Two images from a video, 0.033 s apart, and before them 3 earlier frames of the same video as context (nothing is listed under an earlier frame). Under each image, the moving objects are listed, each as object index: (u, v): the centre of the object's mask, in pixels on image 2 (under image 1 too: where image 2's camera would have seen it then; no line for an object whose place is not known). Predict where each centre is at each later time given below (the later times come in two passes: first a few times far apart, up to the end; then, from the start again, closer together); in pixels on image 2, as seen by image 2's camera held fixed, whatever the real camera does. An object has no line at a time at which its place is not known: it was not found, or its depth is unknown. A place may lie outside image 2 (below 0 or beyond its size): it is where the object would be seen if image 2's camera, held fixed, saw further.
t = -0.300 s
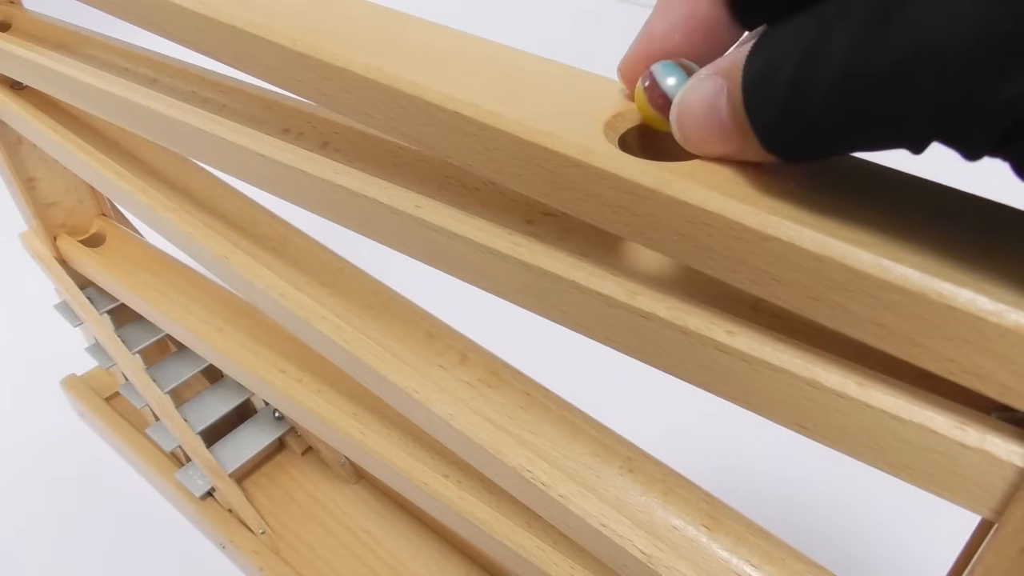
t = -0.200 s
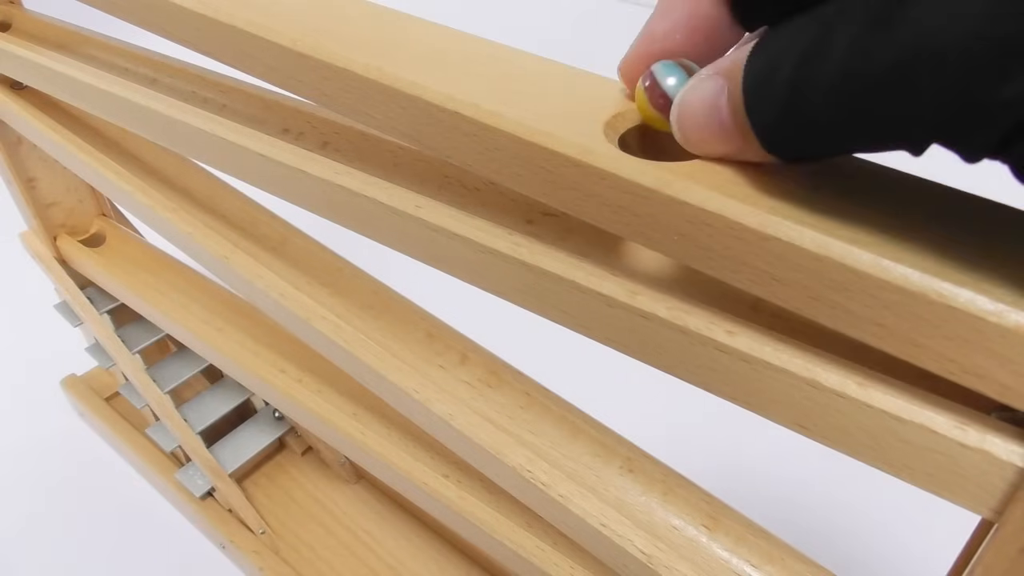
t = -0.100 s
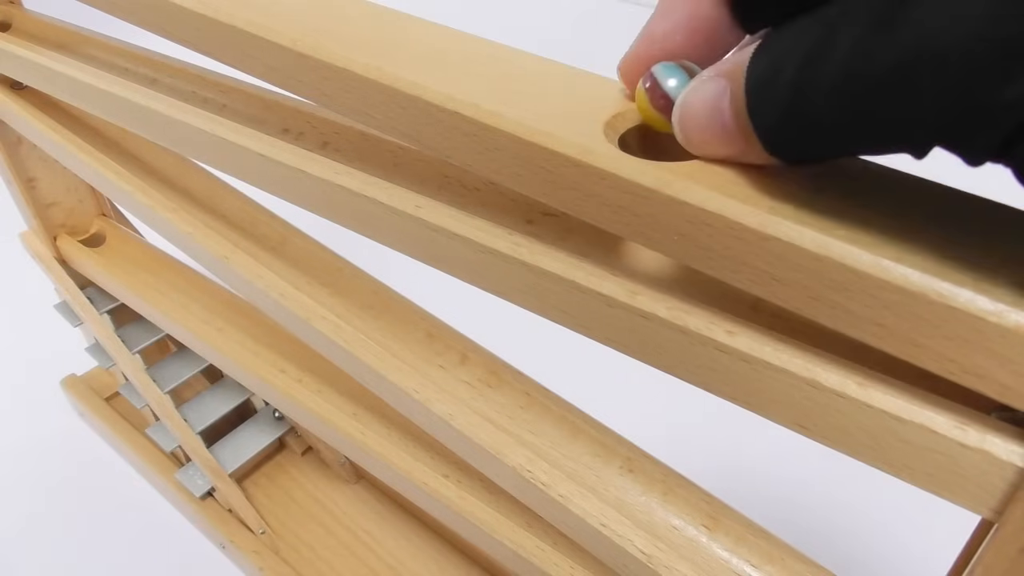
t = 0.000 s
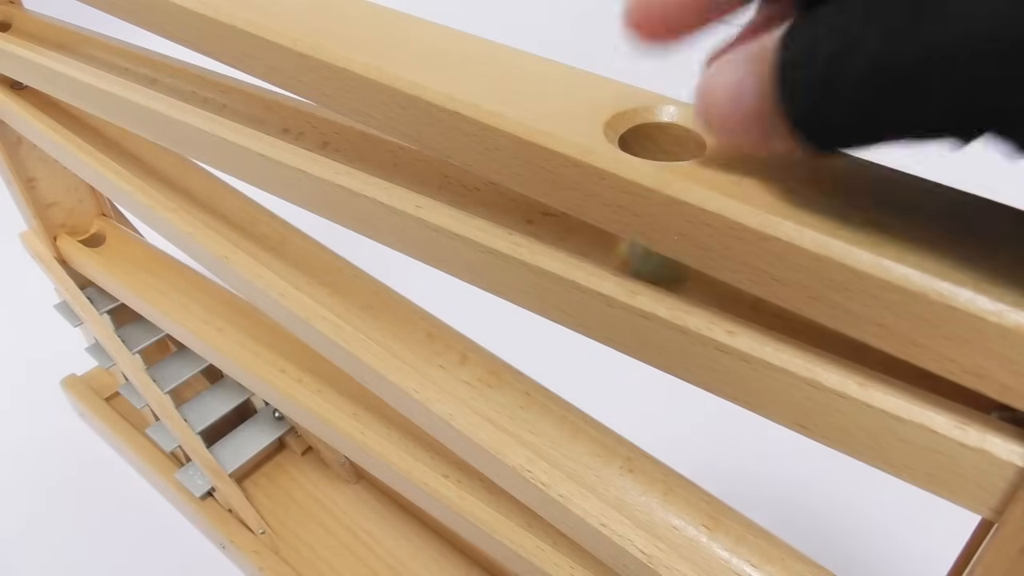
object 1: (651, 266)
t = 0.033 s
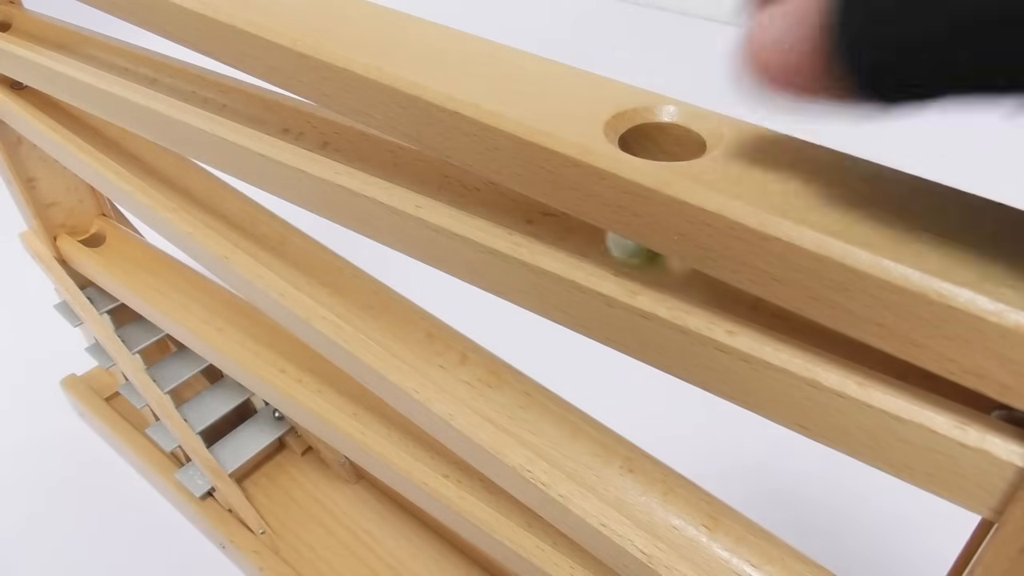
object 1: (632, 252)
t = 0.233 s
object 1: (603, 246)
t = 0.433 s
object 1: (497, 203)
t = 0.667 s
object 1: (346, 143)
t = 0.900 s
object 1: (183, 85)
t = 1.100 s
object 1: (60, 39)
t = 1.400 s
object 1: (11, 83)
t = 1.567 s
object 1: (87, 124)
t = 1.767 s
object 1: (197, 196)
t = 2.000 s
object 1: (414, 346)
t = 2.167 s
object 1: (693, 545)
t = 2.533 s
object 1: (600, 568)
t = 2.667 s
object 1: (463, 473)
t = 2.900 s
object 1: (252, 335)
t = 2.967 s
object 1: (201, 304)
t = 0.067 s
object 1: (642, 260)
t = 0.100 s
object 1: (639, 260)
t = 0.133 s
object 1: (629, 257)
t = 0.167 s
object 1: (624, 254)
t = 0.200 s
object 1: (614, 250)
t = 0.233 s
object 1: (603, 246)
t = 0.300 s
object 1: (578, 236)
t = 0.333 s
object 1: (559, 228)
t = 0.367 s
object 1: (544, 221)
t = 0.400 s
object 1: (523, 213)
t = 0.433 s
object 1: (497, 203)
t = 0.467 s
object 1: (481, 195)
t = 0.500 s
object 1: (461, 187)
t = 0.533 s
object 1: (436, 178)
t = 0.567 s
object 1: (415, 169)
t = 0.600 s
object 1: (391, 159)
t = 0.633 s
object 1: (368, 151)
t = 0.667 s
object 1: (346, 143)
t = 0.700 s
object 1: (324, 134)
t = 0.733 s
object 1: (299, 127)
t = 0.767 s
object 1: (276, 117)
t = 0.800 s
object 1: (253, 109)
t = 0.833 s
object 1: (229, 101)
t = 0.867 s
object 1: (206, 93)
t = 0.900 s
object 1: (183, 85)
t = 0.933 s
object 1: (165, 77)
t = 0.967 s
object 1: (140, 69)
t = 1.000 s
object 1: (121, 62)
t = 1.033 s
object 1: (99, 53)
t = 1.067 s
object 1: (80, 47)
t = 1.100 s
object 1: (60, 39)
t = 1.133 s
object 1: (41, 32)
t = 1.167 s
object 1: (23, 25)
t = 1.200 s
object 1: (12, 18)
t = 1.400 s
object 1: (11, 83)
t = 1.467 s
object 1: (44, 96)
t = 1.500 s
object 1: (54, 106)
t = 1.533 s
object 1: (70, 115)
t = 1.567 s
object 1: (87, 124)
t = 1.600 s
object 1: (101, 133)
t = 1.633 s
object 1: (118, 142)
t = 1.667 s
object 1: (135, 155)
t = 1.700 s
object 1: (155, 168)
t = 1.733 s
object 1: (176, 182)
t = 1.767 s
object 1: (197, 196)
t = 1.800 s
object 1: (225, 213)
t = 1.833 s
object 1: (248, 230)
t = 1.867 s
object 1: (277, 247)
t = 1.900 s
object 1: (307, 271)
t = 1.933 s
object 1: (340, 293)
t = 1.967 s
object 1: (376, 316)
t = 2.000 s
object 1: (414, 346)
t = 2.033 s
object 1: (462, 376)
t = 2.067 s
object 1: (508, 409)
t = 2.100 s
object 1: (564, 446)
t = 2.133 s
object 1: (624, 491)
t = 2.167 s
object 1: (693, 545)
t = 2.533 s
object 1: (600, 568)
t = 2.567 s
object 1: (570, 549)
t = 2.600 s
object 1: (533, 522)
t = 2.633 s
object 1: (494, 496)
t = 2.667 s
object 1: (463, 473)
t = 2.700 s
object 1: (429, 450)
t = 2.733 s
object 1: (395, 430)
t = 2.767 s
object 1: (367, 407)
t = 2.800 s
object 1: (338, 388)
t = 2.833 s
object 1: (308, 371)
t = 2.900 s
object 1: (252, 335)
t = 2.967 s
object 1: (201, 304)
